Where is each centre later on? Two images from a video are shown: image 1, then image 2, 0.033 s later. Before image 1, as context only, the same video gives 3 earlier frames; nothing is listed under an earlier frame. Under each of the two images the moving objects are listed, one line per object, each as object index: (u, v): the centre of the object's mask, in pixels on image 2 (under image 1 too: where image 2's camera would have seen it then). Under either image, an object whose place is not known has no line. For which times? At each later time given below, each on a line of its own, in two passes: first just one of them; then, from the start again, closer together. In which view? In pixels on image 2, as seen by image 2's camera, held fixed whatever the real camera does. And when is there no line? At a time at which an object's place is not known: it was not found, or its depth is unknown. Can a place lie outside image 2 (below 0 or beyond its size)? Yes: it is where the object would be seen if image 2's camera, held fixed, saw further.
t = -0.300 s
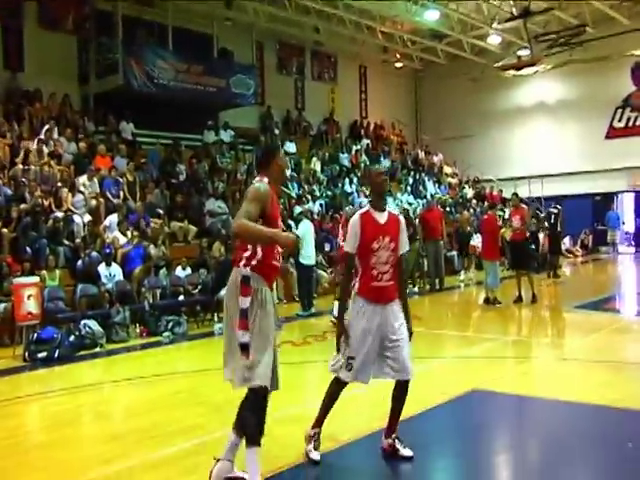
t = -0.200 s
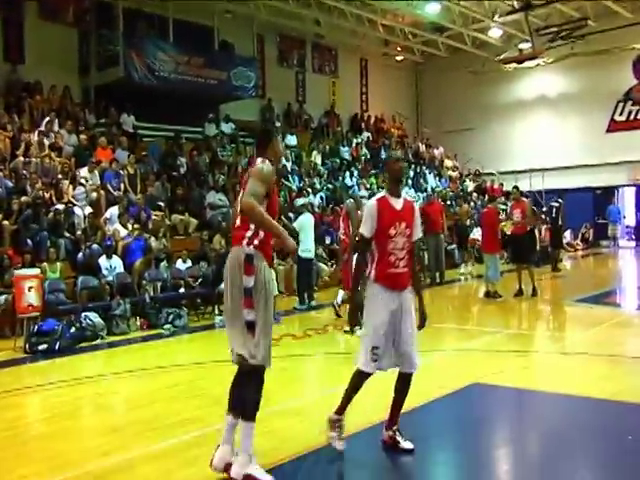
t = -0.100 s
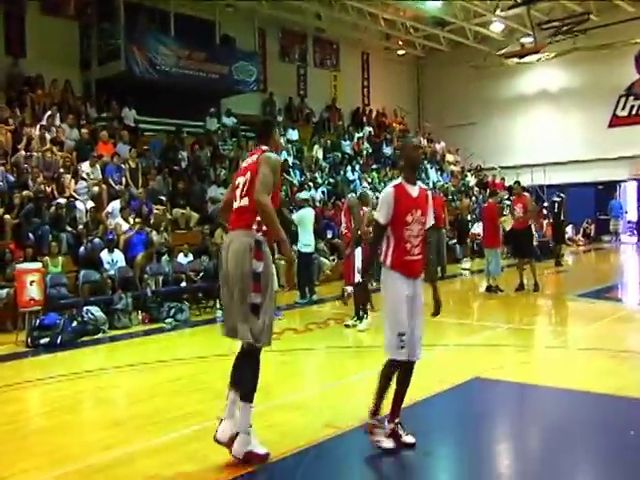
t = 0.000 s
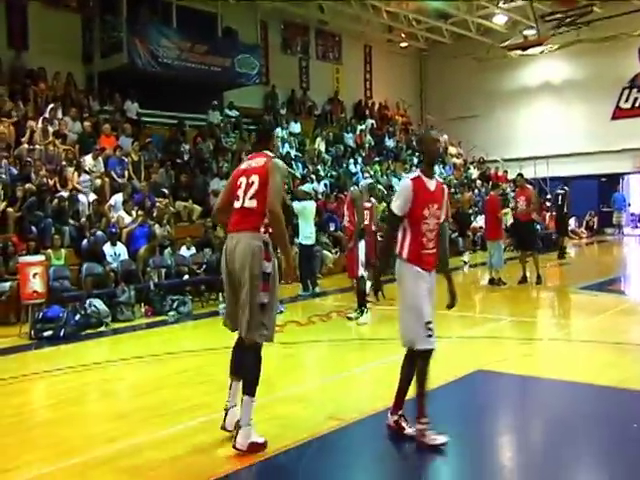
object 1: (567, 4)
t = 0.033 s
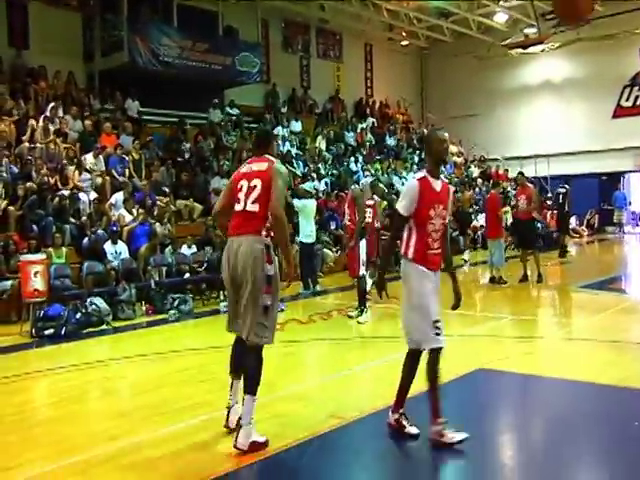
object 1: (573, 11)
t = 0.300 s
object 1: (597, 229)
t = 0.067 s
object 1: (576, 23)
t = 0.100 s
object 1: (579, 48)
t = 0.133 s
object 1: (582, 75)
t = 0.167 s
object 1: (585, 102)
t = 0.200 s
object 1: (588, 132)
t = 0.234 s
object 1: (589, 163)
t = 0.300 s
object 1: (597, 229)
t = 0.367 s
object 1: (601, 304)
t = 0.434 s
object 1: (606, 381)
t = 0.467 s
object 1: (608, 420)
